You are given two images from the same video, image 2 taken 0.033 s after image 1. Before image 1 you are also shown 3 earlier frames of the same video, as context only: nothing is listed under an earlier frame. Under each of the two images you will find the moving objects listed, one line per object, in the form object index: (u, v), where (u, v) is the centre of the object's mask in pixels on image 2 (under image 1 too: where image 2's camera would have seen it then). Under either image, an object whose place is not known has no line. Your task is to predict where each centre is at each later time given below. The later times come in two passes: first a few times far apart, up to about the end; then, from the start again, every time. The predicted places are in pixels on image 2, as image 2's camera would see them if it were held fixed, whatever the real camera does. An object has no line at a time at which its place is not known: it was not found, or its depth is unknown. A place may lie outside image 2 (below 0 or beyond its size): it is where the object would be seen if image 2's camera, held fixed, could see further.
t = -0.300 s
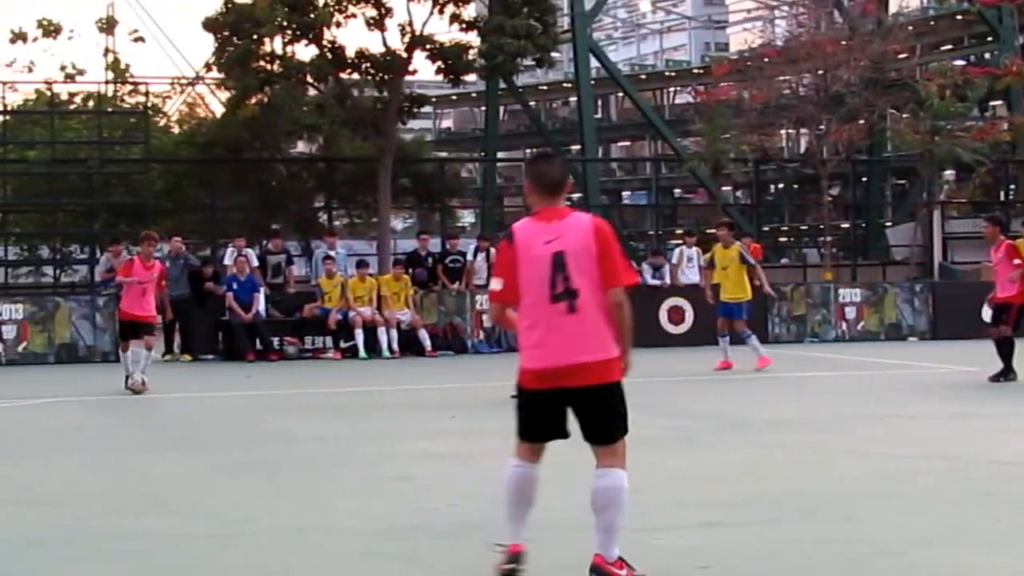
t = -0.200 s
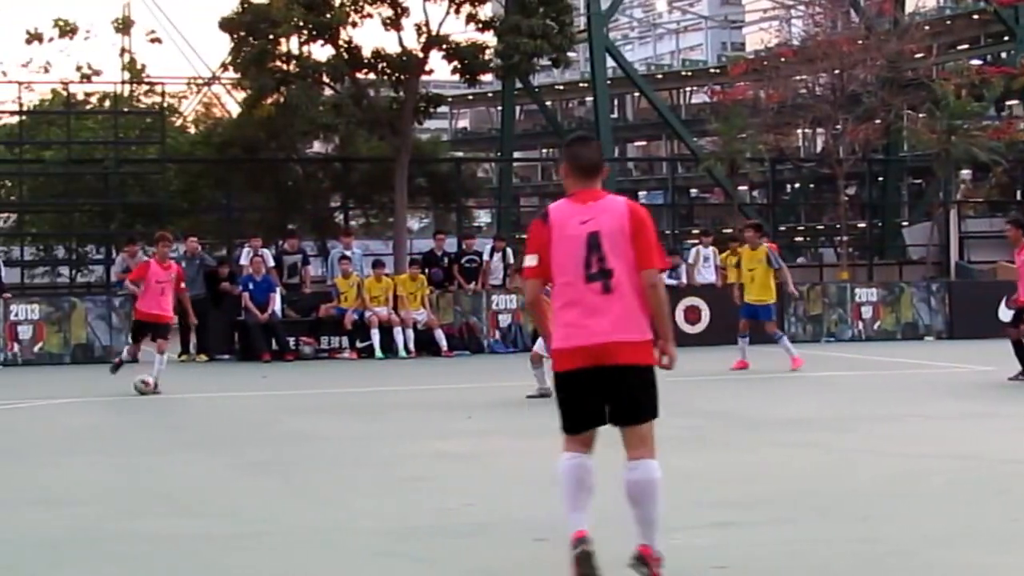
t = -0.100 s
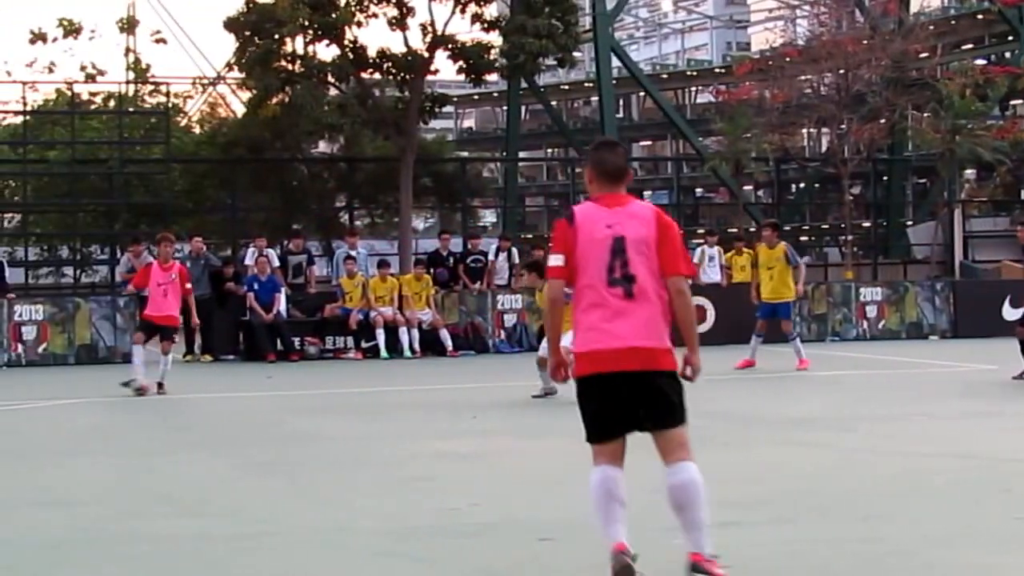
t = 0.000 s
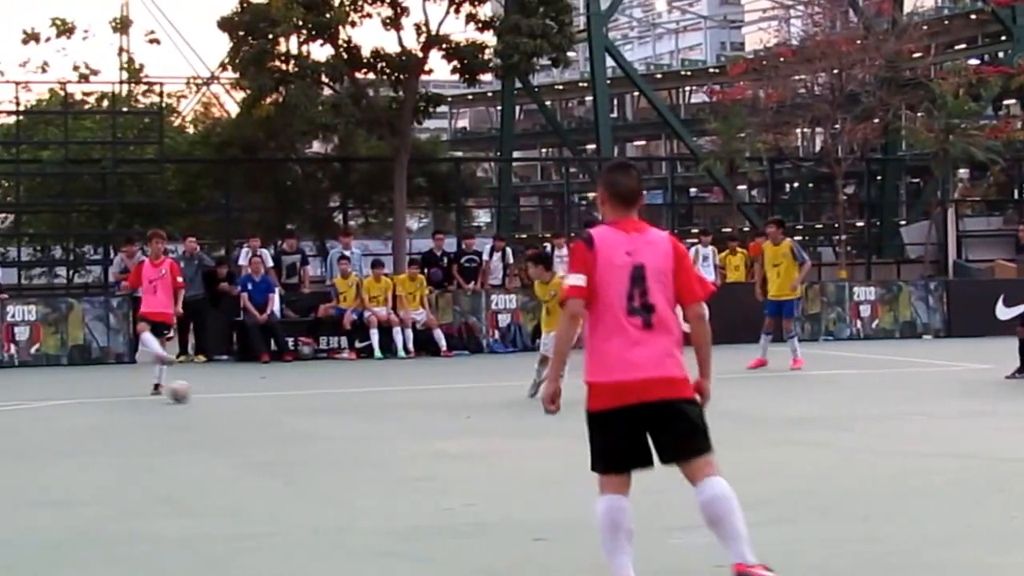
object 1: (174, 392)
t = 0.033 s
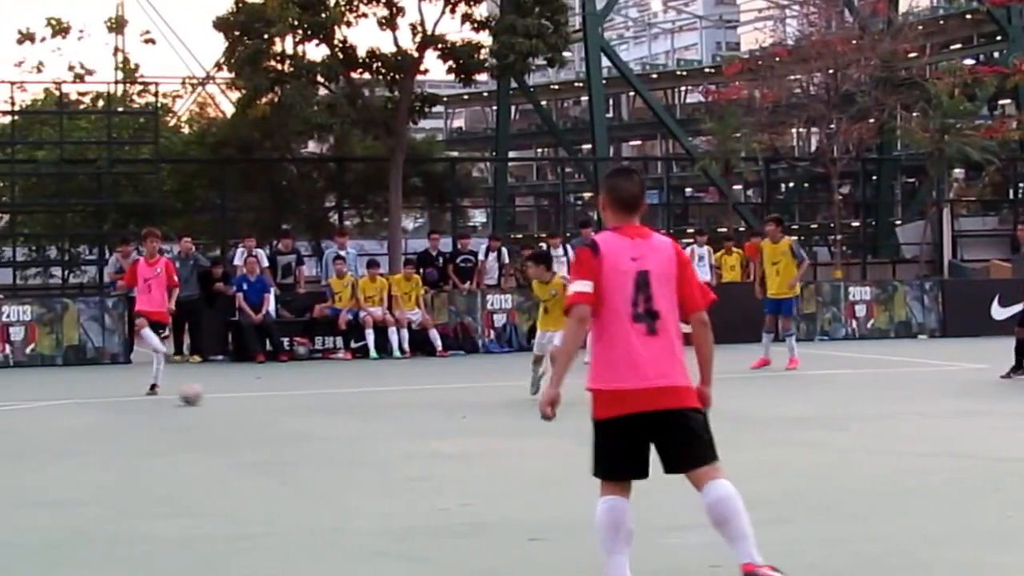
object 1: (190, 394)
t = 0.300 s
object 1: (325, 412)
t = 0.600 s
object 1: (490, 434)
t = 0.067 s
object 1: (206, 395)
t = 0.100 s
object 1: (222, 398)
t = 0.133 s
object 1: (239, 400)
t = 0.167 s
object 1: (256, 403)
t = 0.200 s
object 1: (272, 405)
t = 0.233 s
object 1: (291, 407)
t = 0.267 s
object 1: (307, 409)
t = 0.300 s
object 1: (325, 412)
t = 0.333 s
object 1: (343, 414)
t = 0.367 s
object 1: (360, 416)
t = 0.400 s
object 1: (378, 418)
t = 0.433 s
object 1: (397, 421)
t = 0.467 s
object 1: (415, 424)
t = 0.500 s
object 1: (433, 426)
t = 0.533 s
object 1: (451, 429)
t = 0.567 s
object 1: (470, 432)
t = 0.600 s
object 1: (490, 434)
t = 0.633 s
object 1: (510, 438)
